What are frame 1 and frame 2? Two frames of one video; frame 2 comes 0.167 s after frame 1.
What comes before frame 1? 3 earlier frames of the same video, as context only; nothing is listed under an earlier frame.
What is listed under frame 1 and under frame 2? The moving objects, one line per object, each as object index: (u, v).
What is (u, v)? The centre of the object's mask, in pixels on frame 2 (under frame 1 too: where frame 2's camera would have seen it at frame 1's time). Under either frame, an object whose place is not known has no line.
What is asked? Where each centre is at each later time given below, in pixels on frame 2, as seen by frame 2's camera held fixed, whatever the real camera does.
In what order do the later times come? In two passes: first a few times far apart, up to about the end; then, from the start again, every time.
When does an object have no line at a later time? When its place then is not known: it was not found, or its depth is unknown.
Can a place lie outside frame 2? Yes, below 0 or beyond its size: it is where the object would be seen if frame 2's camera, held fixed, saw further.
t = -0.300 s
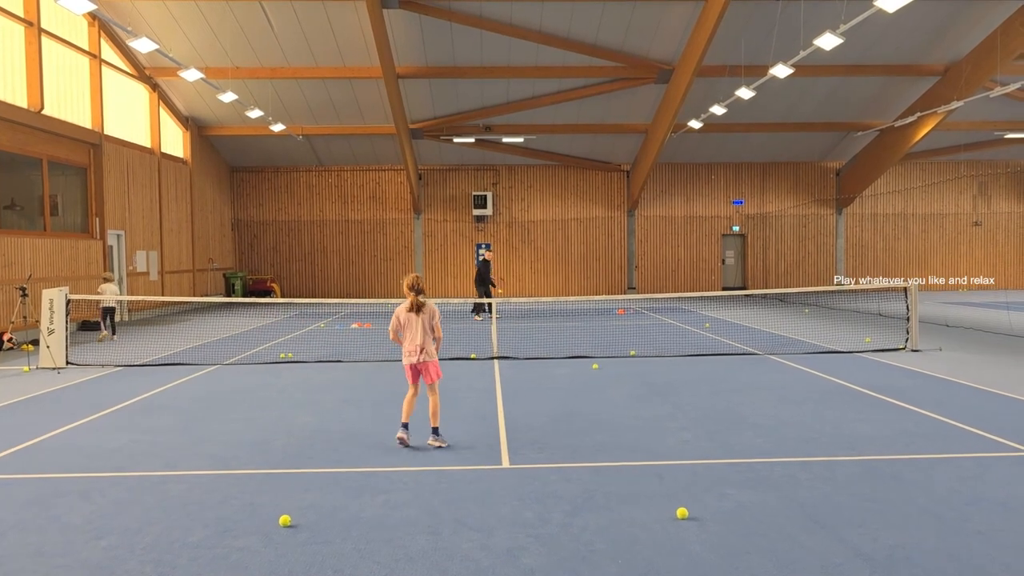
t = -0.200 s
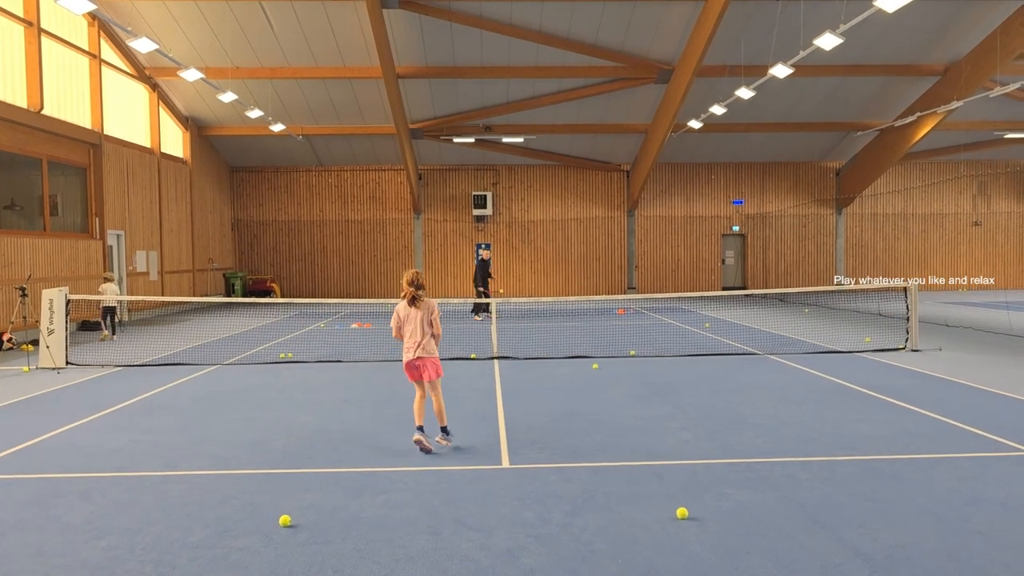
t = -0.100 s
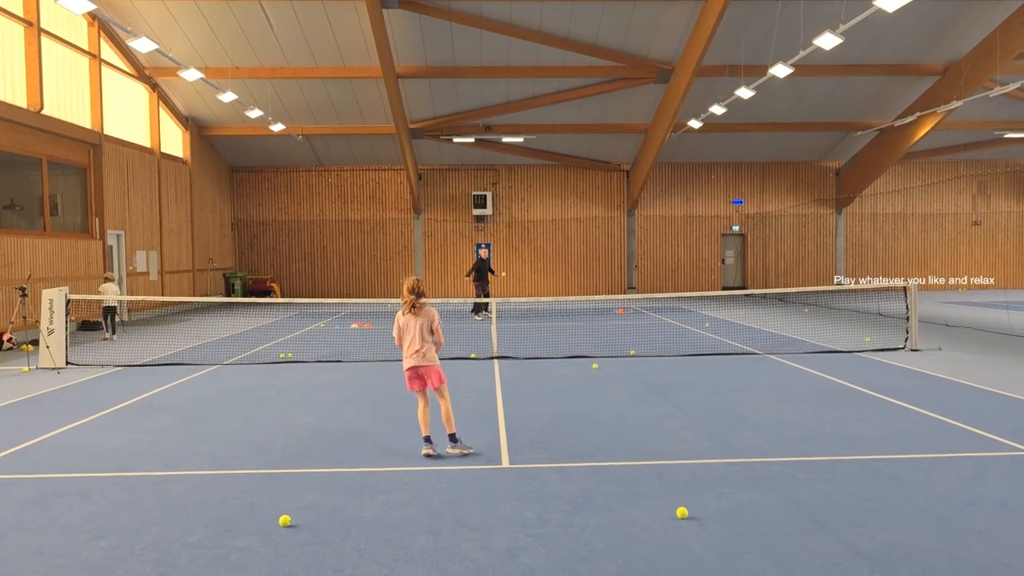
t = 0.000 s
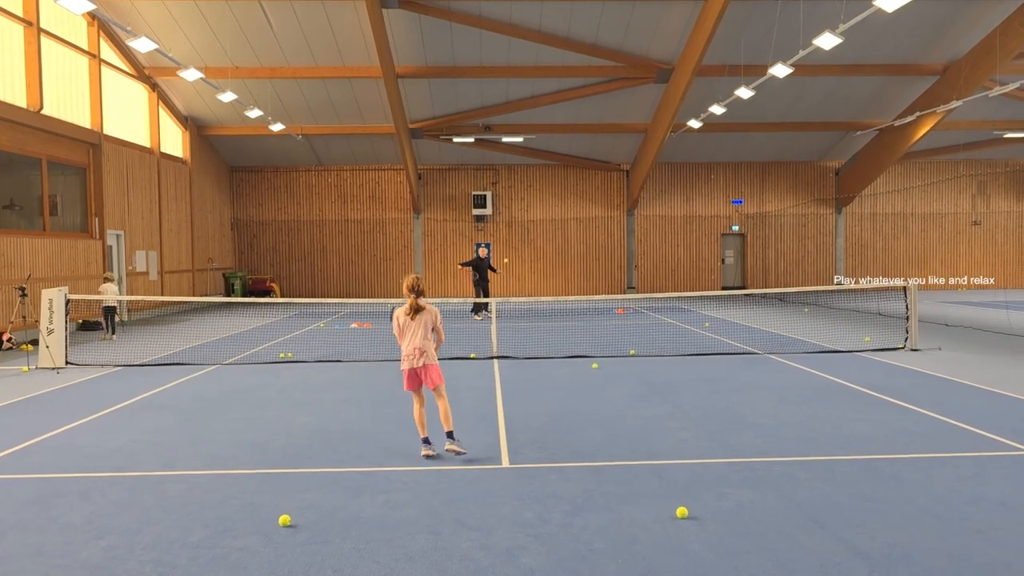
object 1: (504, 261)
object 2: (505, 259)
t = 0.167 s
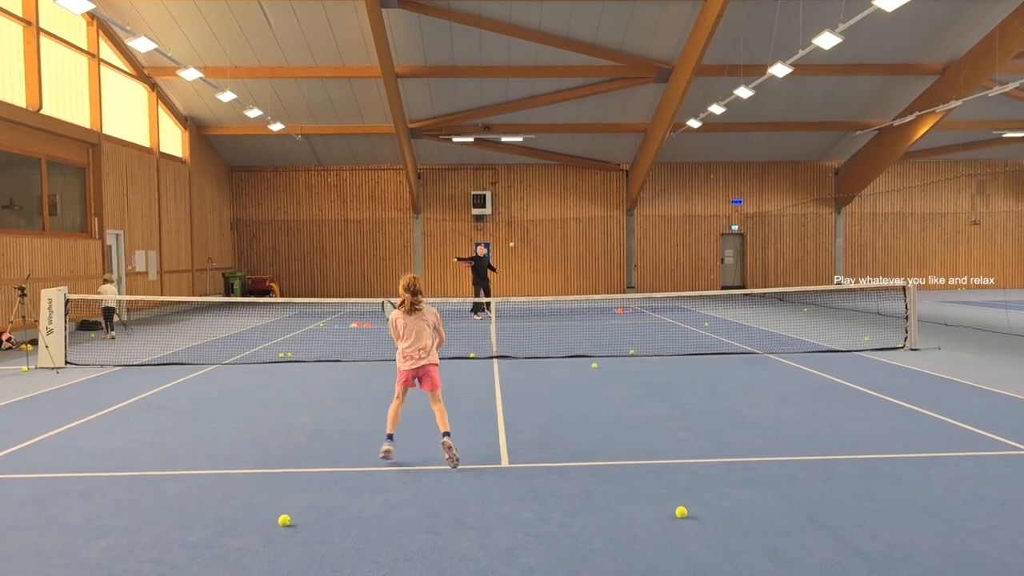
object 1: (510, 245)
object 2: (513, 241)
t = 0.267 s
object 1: (516, 241)
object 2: (518, 238)
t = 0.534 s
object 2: (535, 254)
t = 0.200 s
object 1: (513, 243)
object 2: (516, 240)
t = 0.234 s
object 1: (514, 242)
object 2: (517, 239)
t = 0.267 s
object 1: (516, 241)
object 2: (518, 238)
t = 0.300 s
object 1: (518, 240)
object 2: (520, 238)
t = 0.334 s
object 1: (520, 241)
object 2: (521, 238)
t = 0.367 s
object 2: (522, 239)
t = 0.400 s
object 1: (524, 244)
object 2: (524, 240)
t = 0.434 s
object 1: (527, 246)
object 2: (526, 242)
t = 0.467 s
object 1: (530, 249)
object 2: (530, 246)
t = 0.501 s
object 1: (532, 253)
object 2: (535, 249)
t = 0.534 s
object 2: (535, 254)
